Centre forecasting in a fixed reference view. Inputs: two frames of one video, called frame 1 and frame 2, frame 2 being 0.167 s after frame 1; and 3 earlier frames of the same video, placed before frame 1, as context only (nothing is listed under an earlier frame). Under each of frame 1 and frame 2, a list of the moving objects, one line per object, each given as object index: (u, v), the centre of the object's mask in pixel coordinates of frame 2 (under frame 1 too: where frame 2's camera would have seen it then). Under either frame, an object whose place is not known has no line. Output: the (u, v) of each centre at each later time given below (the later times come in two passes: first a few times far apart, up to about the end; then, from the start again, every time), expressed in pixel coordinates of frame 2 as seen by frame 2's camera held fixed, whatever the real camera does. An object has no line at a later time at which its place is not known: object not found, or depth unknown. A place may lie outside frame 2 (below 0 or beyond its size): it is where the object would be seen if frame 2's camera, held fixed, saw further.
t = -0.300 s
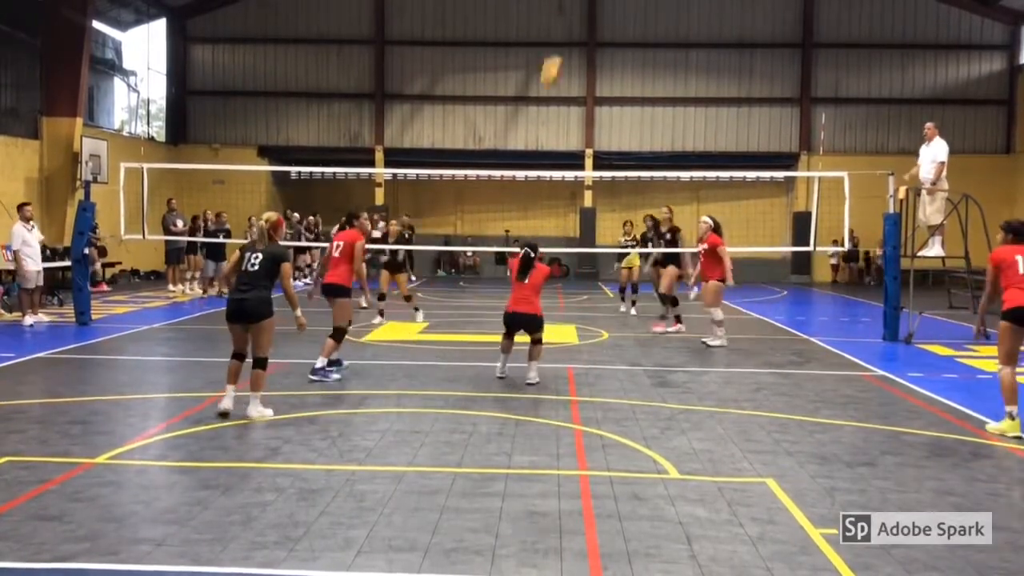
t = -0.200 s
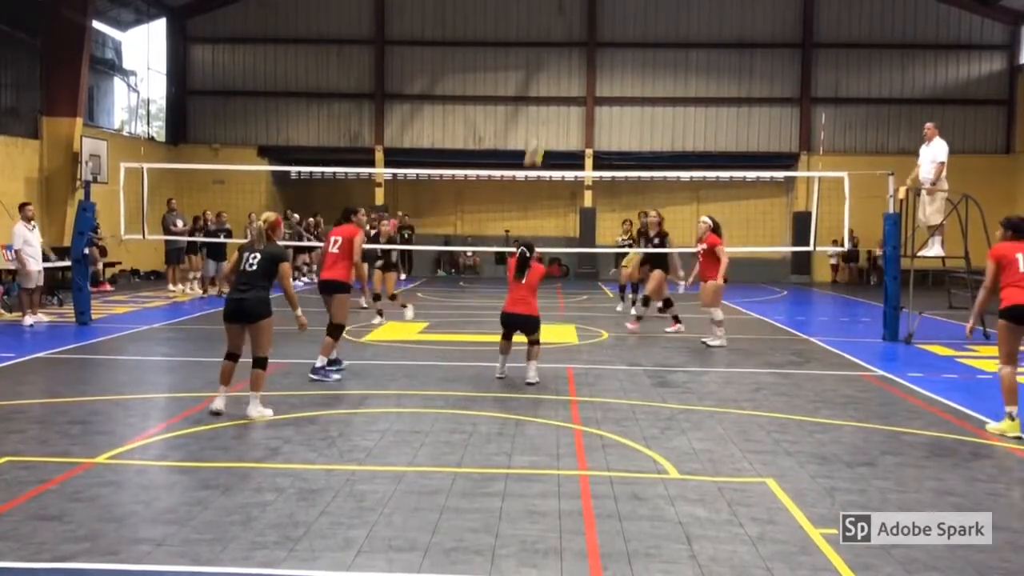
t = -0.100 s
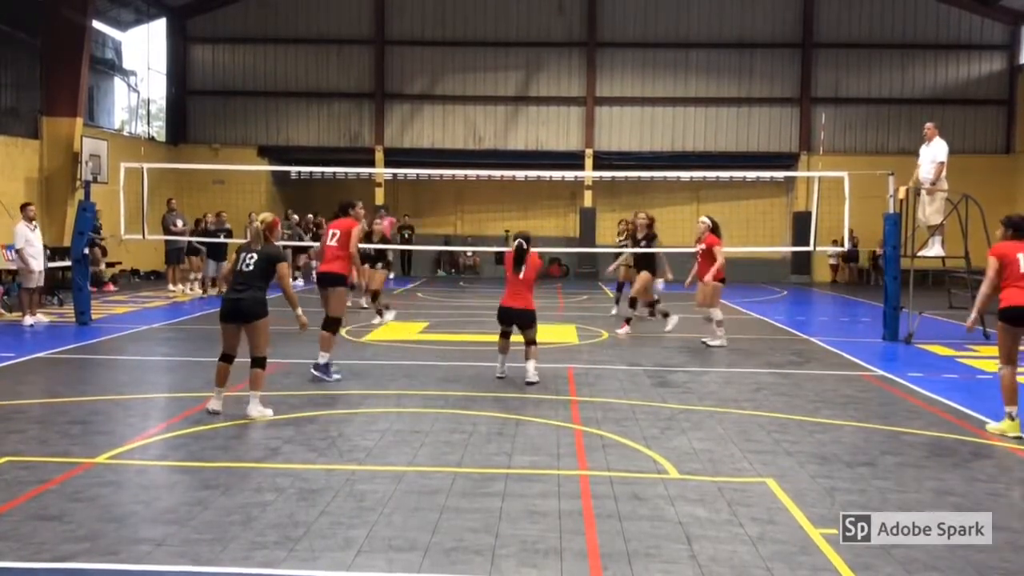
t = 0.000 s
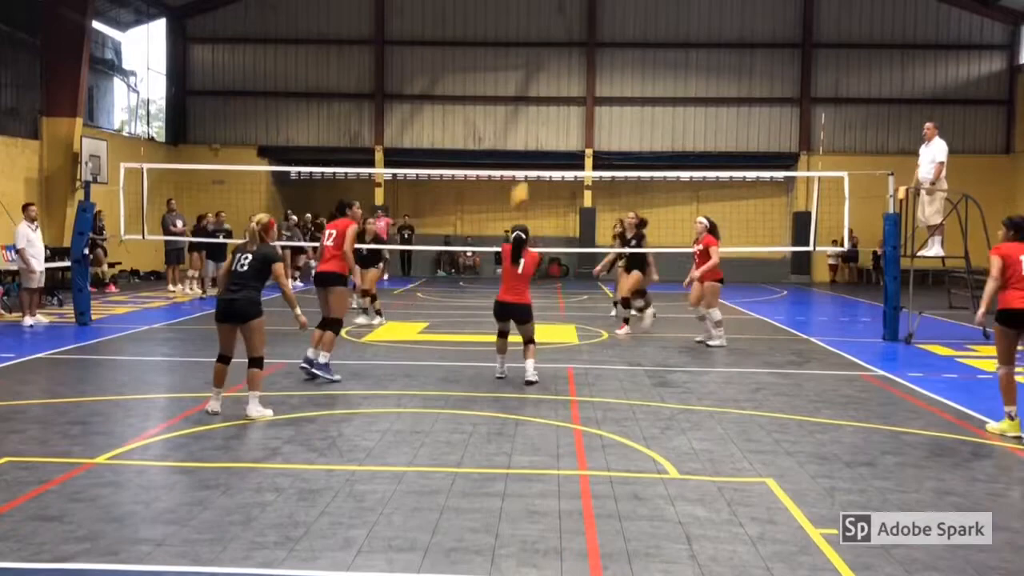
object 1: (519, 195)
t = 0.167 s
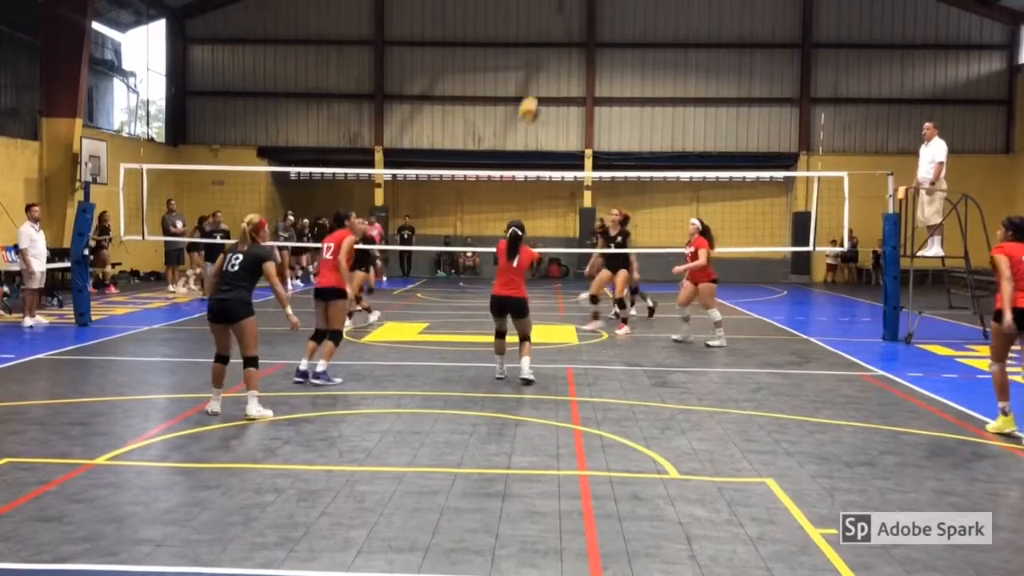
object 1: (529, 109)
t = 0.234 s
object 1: (532, 83)
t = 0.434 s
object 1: (542, 35)
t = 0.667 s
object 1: (551, 27)
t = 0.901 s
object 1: (559, 65)
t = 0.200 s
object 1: (529, 93)
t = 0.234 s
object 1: (532, 83)
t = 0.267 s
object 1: (534, 71)
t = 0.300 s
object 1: (535, 63)
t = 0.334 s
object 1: (538, 54)
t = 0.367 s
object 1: (539, 47)
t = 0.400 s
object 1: (541, 40)
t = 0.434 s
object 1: (542, 35)
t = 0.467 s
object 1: (543, 31)
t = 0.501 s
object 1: (544, 28)
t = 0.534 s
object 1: (546, 26)
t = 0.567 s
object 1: (547, 25)
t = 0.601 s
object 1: (548, 25)
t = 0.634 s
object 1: (550, 26)
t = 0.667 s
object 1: (551, 27)
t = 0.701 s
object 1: (552, 30)
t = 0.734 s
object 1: (553, 34)
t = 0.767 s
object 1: (554, 38)
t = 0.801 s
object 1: (556, 43)
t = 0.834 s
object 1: (557, 50)
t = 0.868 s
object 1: (558, 57)
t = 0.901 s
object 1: (559, 65)
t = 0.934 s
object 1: (560, 74)
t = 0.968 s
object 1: (561, 82)
